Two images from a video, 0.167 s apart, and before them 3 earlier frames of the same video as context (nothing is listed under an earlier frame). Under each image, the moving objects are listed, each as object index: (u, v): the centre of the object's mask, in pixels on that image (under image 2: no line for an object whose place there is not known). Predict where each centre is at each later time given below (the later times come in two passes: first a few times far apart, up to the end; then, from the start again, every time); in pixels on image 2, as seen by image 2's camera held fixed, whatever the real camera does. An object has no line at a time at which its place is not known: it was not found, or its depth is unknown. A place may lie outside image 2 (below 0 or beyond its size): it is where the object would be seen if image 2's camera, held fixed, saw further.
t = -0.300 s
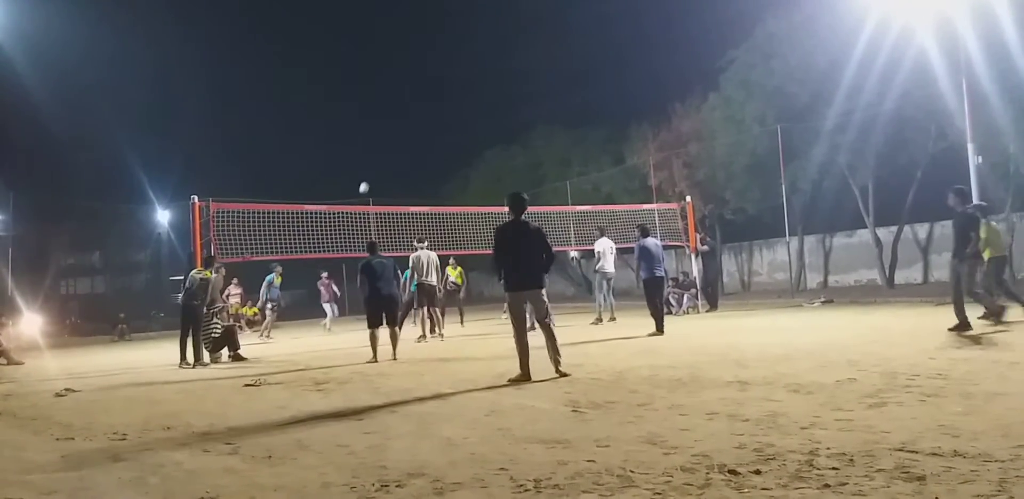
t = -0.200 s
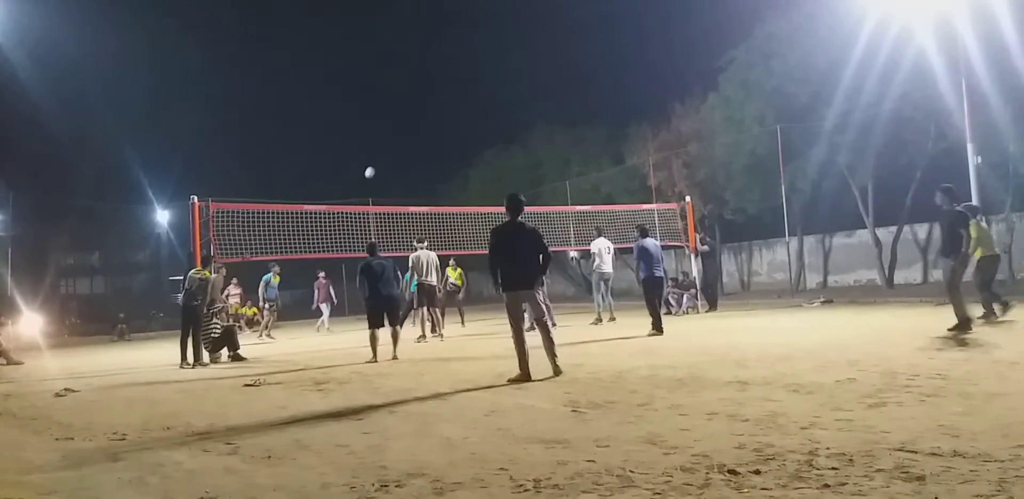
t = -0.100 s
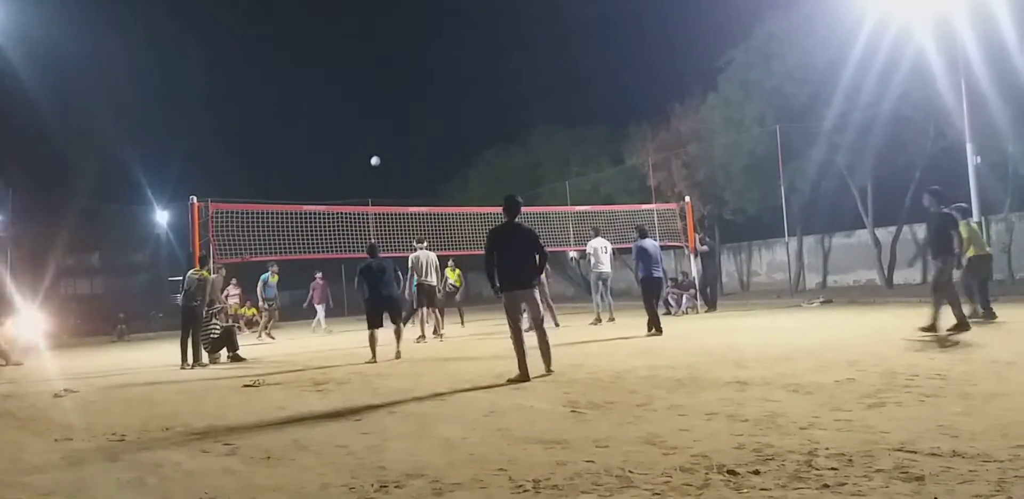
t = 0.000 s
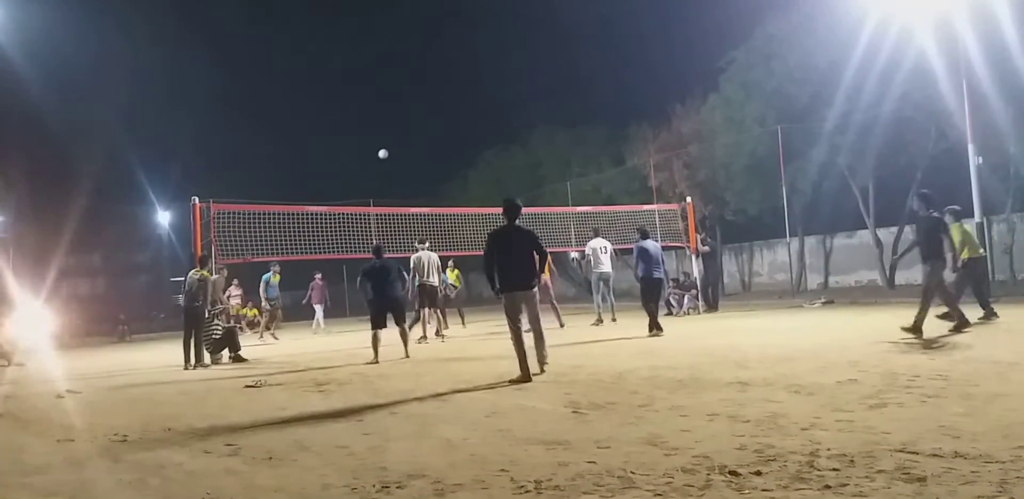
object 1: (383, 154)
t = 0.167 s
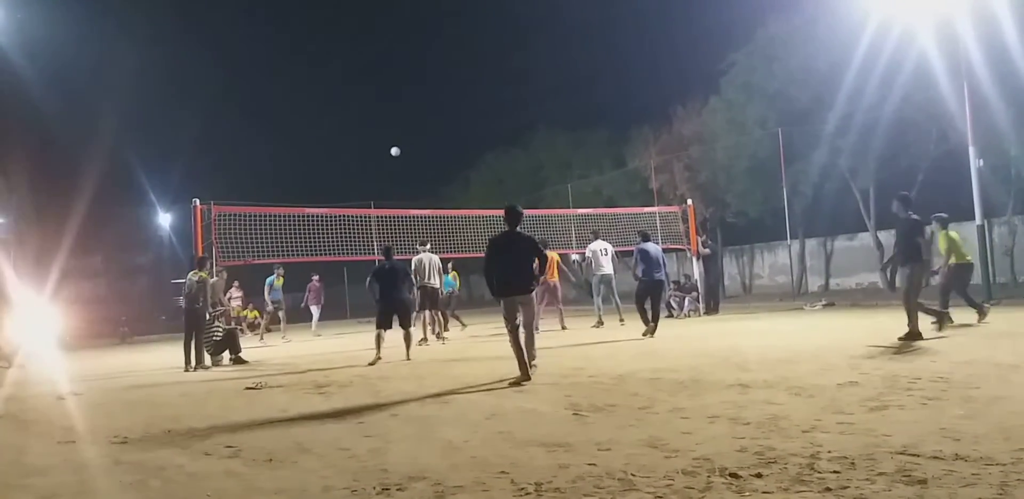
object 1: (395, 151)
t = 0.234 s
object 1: (399, 152)
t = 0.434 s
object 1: (414, 167)
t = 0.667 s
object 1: (433, 203)
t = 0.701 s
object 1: (435, 207)
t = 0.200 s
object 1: (397, 152)
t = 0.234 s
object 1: (399, 152)
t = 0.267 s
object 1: (402, 154)
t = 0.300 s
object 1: (404, 156)
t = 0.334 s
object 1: (406, 158)
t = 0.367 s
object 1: (409, 160)
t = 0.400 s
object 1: (411, 163)
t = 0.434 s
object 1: (414, 167)
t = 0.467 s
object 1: (417, 171)
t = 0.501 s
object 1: (420, 175)
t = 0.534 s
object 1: (422, 180)
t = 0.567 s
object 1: (425, 185)
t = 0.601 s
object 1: (428, 191)
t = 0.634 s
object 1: (430, 197)
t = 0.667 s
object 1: (433, 203)
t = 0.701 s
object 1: (435, 207)
